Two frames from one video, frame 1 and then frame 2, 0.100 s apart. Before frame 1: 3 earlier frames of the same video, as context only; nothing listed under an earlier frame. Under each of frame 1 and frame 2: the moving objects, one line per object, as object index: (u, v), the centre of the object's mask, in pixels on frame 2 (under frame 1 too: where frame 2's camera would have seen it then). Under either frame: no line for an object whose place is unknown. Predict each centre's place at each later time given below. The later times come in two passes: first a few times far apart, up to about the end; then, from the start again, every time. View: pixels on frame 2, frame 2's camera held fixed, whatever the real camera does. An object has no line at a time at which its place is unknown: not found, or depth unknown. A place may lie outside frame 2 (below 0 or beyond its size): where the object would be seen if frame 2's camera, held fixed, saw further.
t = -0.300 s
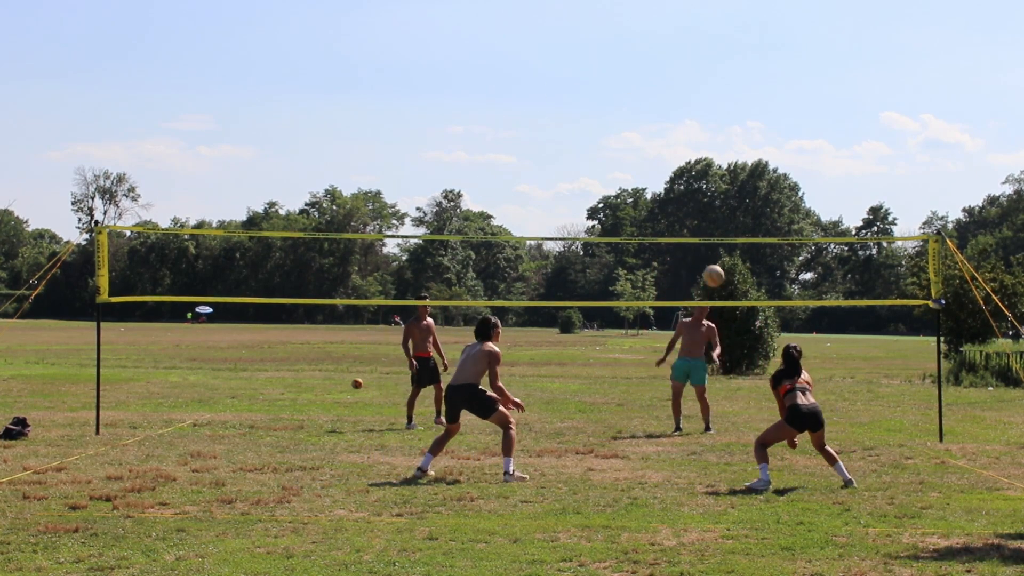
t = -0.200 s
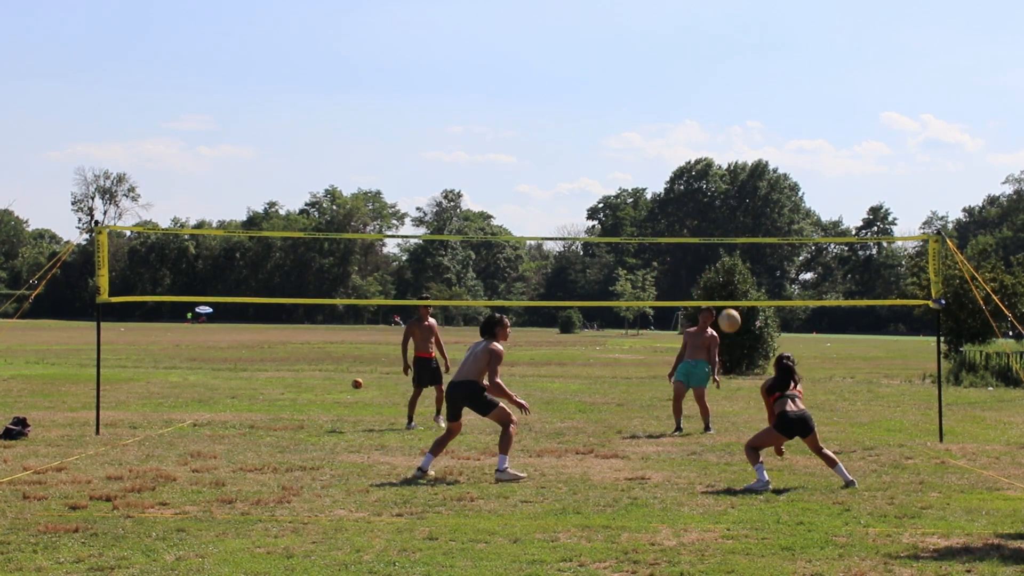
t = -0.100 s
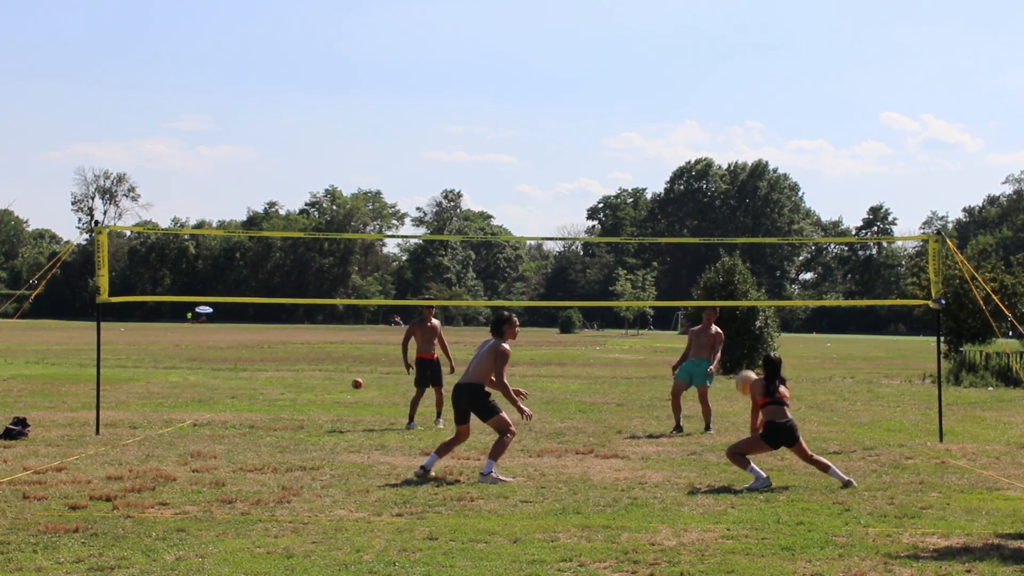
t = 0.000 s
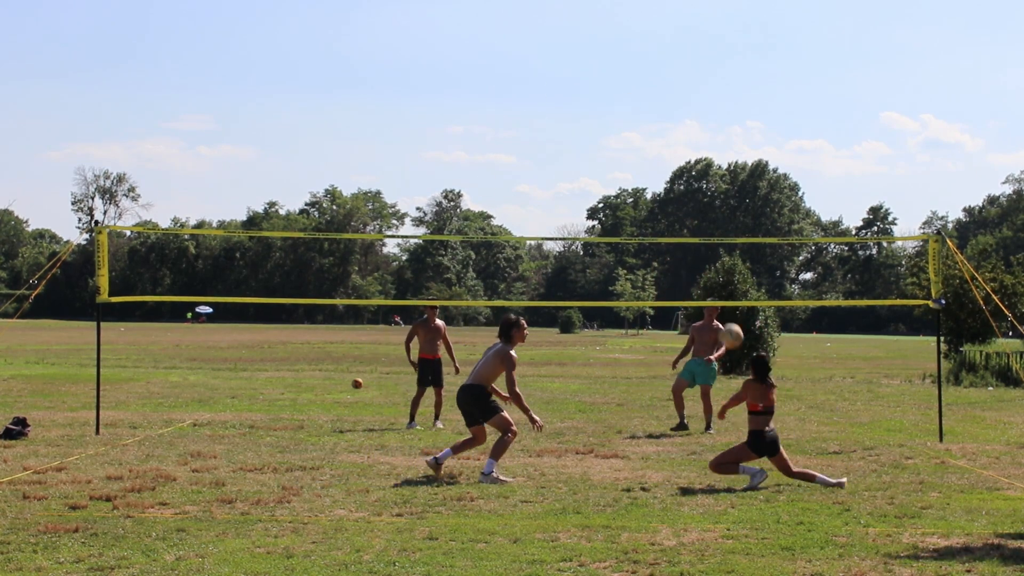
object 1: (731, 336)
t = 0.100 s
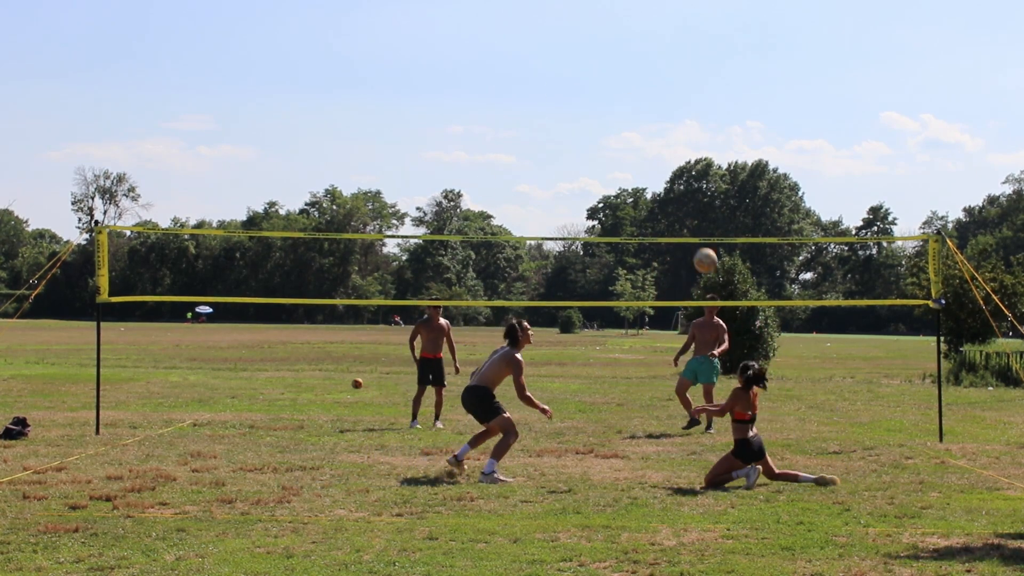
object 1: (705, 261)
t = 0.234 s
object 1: (673, 178)
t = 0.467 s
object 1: (621, 83)
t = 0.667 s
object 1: (579, 47)
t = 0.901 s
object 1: (533, 55)
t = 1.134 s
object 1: (491, 116)
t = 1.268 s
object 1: (468, 172)
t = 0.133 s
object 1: (697, 238)
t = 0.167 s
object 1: (689, 217)
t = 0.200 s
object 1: (681, 197)
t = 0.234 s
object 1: (673, 178)
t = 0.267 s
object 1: (665, 161)
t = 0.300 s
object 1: (657, 145)
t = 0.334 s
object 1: (650, 130)
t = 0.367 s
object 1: (642, 116)
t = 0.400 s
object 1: (635, 104)
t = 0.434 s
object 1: (628, 93)
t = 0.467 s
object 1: (621, 83)
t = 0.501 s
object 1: (614, 74)
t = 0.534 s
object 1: (607, 66)
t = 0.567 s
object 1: (600, 59)
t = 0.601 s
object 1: (593, 54)
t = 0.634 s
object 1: (586, 50)
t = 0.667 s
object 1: (579, 47)
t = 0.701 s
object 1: (573, 44)
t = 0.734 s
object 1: (566, 43)
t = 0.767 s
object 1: (559, 44)
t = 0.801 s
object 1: (553, 45)
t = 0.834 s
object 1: (546, 47)
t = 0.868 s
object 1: (540, 50)
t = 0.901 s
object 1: (533, 55)
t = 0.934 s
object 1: (527, 61)
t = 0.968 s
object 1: (521, 67)
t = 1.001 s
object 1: (514, 75)
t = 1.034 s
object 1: (508, 84)
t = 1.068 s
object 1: (502, 94)
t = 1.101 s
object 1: (497, 104)
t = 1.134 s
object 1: (491, 116)
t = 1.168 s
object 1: (485, 129)
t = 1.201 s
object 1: (479, 142)
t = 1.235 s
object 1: (473, 157)
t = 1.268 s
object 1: (468, 172)
